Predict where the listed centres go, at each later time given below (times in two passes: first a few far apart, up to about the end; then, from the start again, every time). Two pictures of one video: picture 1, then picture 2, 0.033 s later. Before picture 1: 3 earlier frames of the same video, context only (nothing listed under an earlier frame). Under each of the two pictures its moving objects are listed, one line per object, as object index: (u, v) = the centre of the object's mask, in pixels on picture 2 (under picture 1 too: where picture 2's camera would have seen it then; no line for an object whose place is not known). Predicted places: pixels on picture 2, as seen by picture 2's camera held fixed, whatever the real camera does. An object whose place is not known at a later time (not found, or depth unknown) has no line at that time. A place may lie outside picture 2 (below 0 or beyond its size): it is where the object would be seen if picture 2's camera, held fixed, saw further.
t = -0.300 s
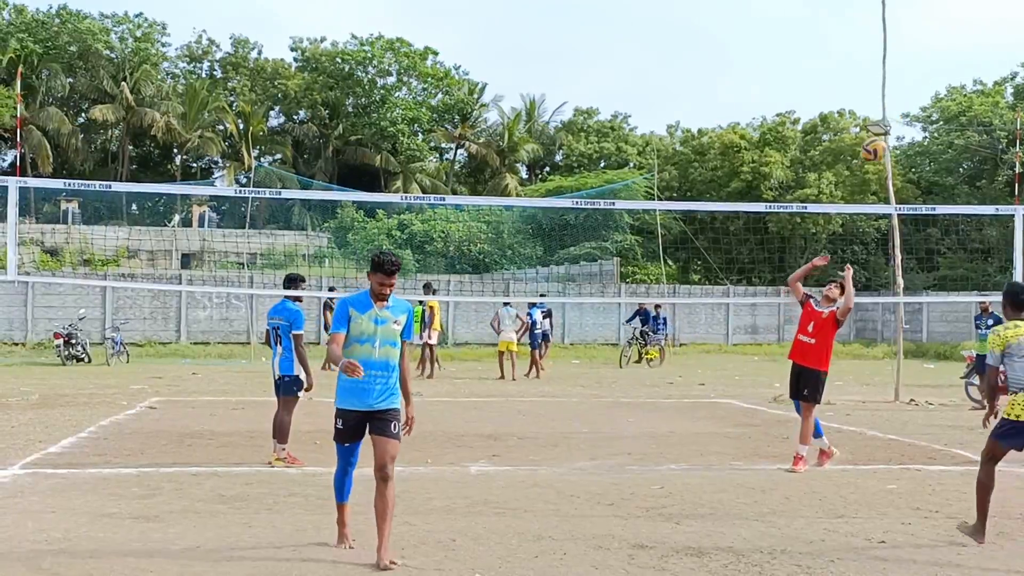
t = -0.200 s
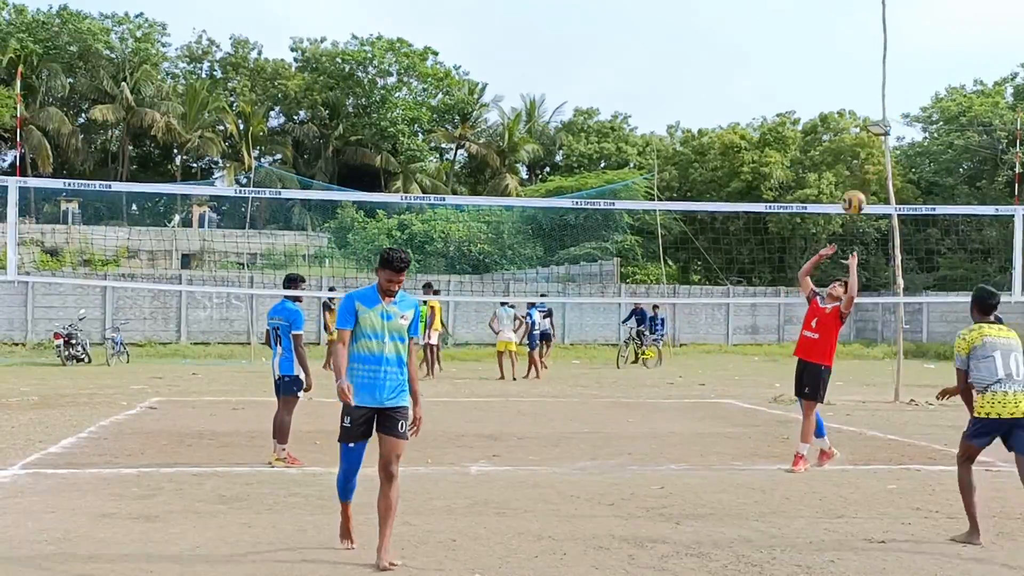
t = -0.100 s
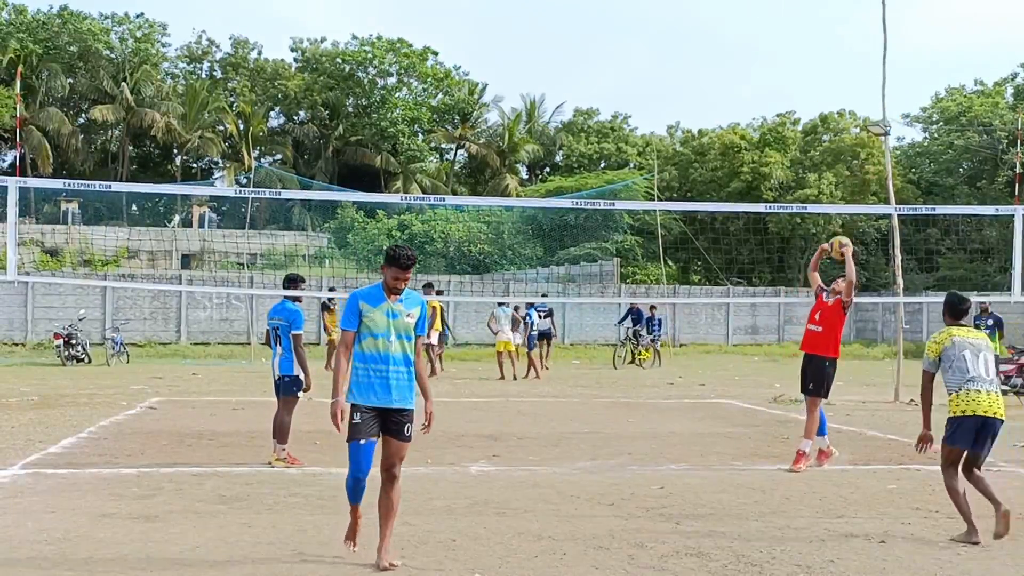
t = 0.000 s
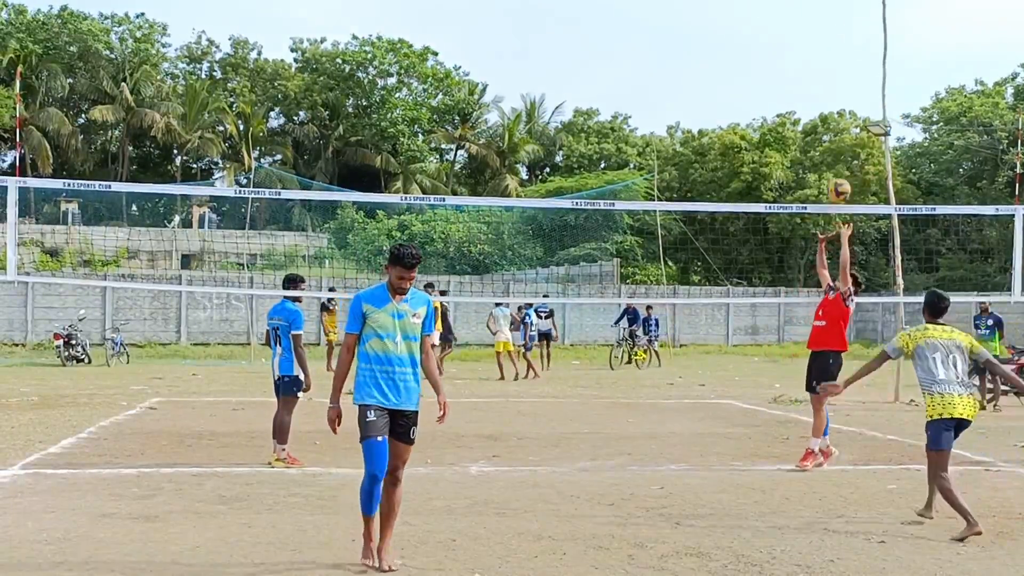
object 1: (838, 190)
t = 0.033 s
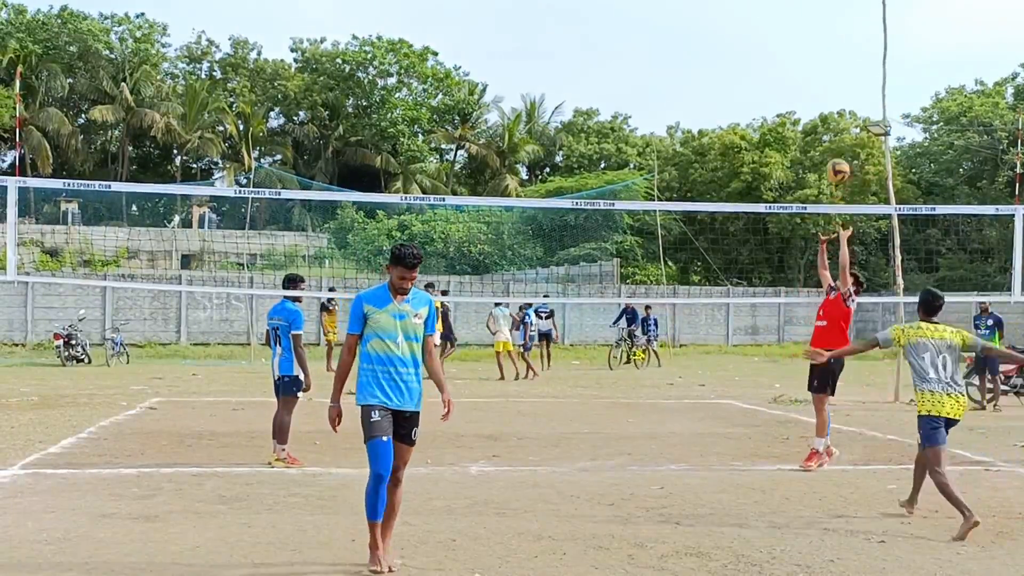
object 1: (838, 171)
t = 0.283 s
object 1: (829, 61)
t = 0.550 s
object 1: (817, 20)
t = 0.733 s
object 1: (809, 36)
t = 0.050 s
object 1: (837, 161)
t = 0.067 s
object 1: (837, 152)
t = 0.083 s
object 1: (836, 144)
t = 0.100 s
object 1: (834, 135)
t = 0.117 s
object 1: (834, 127)
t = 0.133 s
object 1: (834, 119)
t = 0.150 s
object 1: (833, 111)
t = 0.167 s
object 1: (833, 104)
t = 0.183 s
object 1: (832, 97)
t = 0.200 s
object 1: (832, 90)
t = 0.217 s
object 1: (831, 84)
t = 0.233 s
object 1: (830, 78)
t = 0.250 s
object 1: (830, 72)
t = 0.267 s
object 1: (829, 67)
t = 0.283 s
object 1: (829, 61)
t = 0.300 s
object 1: (828, 57)
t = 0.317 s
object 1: (827, 52)
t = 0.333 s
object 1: (826, 48)
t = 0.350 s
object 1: (826, 44)
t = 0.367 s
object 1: (825, 40)
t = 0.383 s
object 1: (825, 37)
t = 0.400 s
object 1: (824, 34)
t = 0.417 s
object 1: (823, 31)
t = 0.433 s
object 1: (822, 29)
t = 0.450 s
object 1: (822, 27)
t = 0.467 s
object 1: (821, 25)
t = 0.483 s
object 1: (820, 23)
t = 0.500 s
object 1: (819, 22)
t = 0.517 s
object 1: (818, 21)
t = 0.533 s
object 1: (818, 20)
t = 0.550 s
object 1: (817, 20)
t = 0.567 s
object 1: (816, 20)
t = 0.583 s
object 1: (815, 20)
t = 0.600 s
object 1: (815, 21)
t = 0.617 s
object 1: (814, 22)
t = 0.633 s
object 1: (813, 23)
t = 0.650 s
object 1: (813, 24)
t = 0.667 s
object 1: (812, 26)
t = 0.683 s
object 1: (811, 28)
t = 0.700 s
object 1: (810, 31)
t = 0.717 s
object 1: (810, 33)
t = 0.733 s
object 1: (809, 36)
